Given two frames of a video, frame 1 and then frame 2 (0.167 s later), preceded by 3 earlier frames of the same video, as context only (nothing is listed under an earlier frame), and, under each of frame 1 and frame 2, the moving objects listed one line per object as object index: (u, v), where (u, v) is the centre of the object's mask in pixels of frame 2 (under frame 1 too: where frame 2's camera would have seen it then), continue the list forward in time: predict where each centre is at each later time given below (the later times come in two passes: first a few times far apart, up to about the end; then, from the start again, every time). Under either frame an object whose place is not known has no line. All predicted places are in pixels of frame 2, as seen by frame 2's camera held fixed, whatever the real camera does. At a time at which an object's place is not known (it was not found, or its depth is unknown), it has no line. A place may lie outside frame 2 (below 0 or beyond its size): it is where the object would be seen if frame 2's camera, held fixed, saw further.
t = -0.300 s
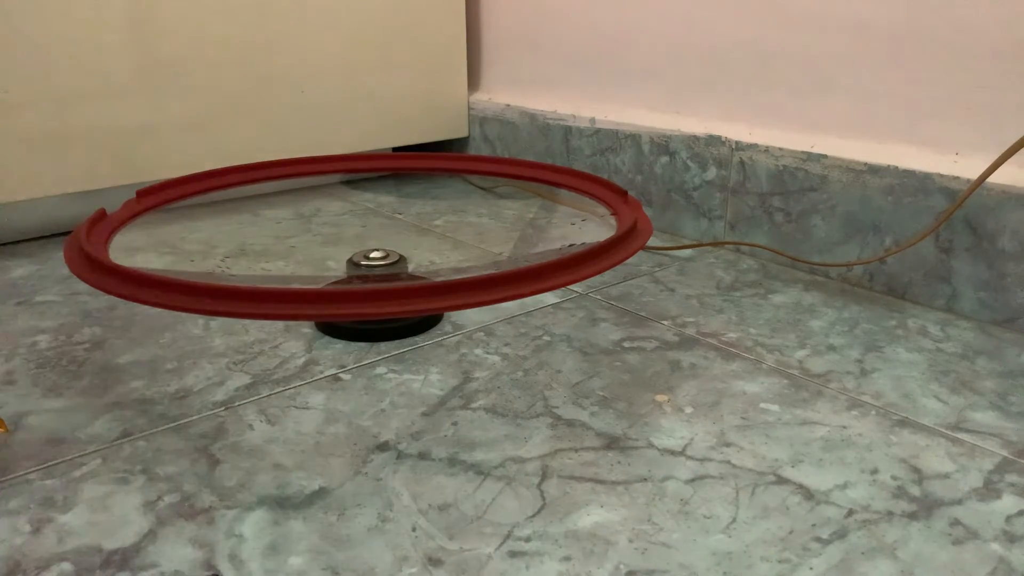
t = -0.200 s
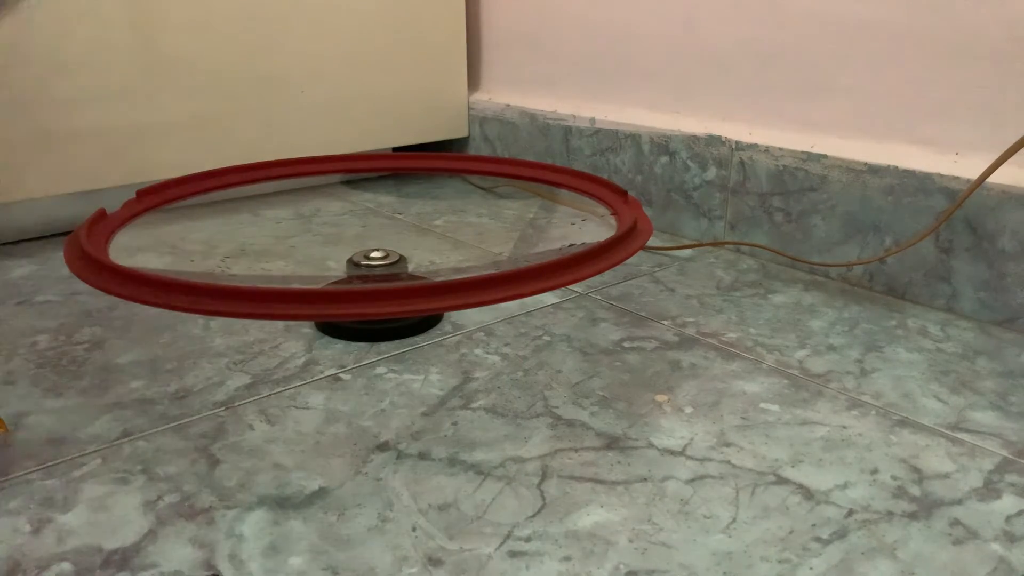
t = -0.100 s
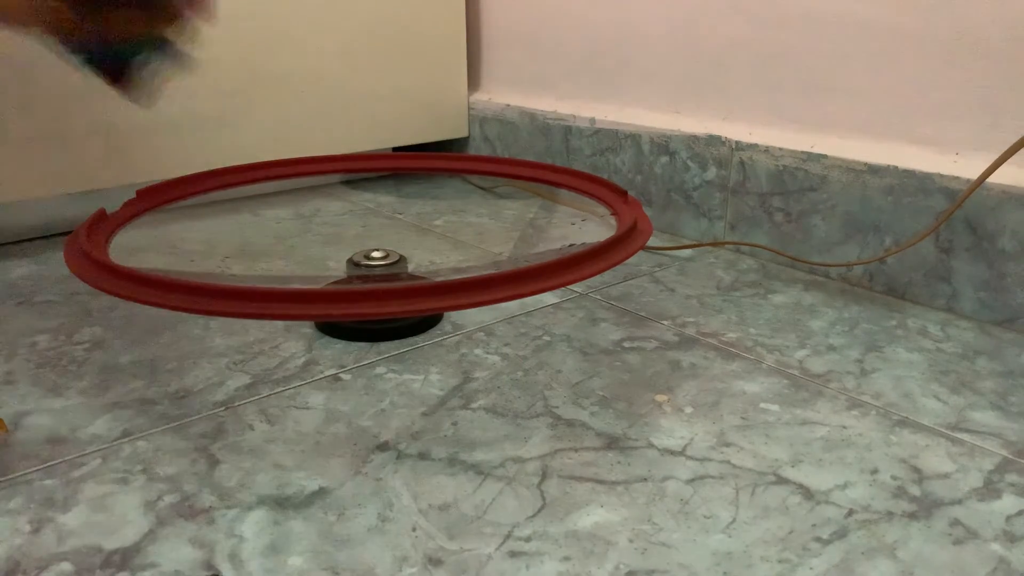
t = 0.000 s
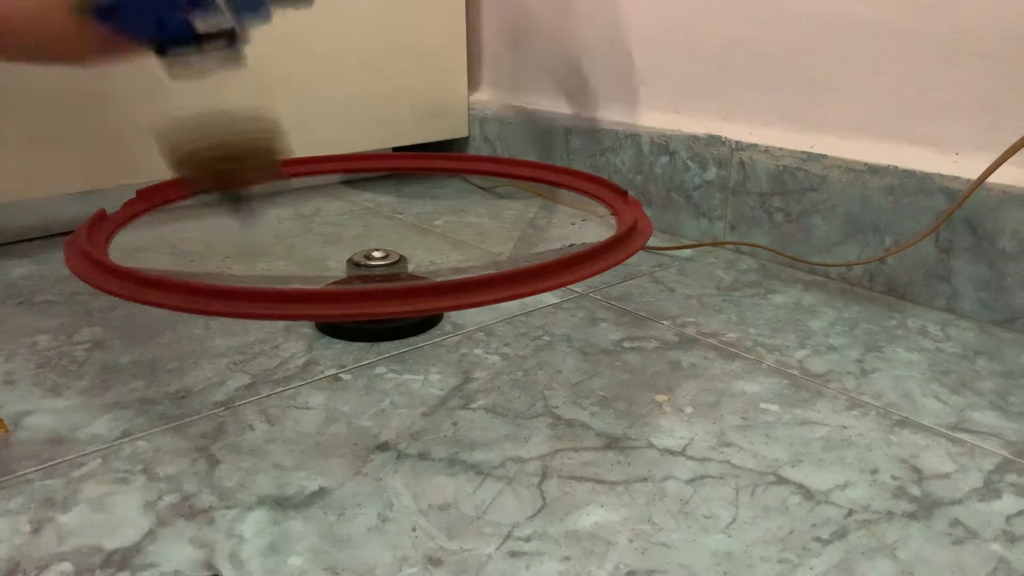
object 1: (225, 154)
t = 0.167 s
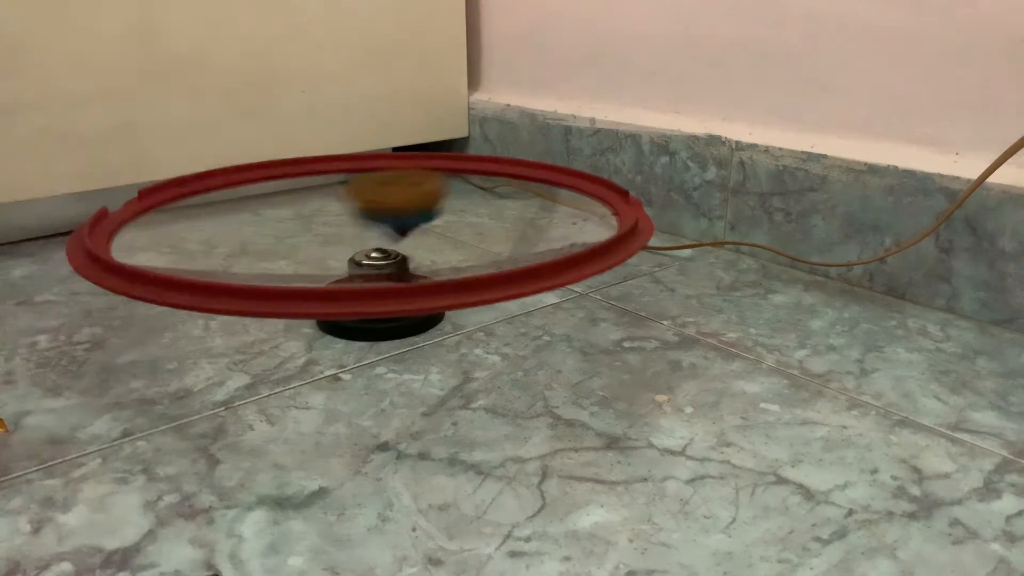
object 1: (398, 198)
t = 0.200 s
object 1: (422, 195)
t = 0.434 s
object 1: (511, 168)
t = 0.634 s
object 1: (464, 217)
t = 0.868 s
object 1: (290, 236)
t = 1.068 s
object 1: (257, 199)
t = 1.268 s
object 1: (385, 168)
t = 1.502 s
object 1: (521, 190)
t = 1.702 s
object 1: (433, 237)
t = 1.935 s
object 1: (201, 221)
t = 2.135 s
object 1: (248, 179)
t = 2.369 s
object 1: (443, 173)
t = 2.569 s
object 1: (520, 203)
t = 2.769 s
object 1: (385, 243)
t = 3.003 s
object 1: (216, 216)
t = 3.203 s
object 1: (315, 176)
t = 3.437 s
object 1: (487, 178)
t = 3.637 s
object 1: (523, 212)
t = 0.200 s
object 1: (422, 195)
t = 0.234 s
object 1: (446, 188)
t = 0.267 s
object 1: (466, 180)
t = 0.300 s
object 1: (480, 174)
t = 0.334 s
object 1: (492, 168)
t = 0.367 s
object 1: (503, 166)
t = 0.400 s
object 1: (509, 165)
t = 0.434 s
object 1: (511, 168)
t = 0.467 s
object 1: (511, 173)
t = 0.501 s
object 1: (508, 179)
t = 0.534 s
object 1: (503, 187)
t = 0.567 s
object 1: (495, 197)
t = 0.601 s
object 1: (481, 207)
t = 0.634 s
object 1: (464, 217)
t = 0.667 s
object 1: (444, 224)
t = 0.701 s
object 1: (419, 230)
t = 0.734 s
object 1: (392, 236)
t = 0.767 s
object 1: (366, 239)
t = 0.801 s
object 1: (338, 239)
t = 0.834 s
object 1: (312, 238)
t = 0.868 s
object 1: (290, 236)
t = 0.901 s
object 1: (270, 232)
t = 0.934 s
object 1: (256, 228)
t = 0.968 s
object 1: (247, 221)
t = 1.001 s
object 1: (244, 214)
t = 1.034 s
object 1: (247, 206)
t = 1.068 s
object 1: (257, 199)
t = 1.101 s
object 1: (270, 192)
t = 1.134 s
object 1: (289, 185)
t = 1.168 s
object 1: (311, 179)
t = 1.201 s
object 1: (335, 174)
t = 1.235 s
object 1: (361, 169)
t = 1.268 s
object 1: (385, 168)
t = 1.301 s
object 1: (412, 166)
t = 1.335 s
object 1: (435, 167)
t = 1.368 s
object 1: (460, 170)
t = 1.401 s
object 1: (480, 173)
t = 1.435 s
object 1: (498, 178)
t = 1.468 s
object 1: (512, 184)
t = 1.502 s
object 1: (521, 190)
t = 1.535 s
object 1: (524, 197)
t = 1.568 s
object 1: (521, 205)
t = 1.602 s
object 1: (510, 216)
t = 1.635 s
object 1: (491, 225)
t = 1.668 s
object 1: (465, 231)
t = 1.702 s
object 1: (433, 237)
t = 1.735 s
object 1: (393, 242)
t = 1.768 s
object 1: (354, 243)
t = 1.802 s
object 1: (312, 243)
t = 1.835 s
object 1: (275, 239)
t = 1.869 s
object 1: (243, 235)
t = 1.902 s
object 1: (218, 228)
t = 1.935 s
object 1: (201, 221)
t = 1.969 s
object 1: (193, 213)
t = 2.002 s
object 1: (192, 205)
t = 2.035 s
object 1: (197, 198)
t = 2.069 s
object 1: (209, 189)
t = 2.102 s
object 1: (226, 184)
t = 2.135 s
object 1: (248, 179)
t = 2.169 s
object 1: (274, 175)
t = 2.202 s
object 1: (303, 171)
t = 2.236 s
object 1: (333, 169)
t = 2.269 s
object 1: (363, 168)
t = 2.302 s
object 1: (389, 170)
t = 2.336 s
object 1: (418, 171)
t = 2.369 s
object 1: (443, 173)
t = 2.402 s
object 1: (465, 177)
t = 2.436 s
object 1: (486, 181)
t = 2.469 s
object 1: (501, 184)
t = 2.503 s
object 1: (513, 191)
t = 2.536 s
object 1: (519, 198)
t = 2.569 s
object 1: (520, 203)
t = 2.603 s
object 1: (514, 214)
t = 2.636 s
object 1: (503, 219)
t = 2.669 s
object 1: (479, 229)
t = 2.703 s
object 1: (454, 234)
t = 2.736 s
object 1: (420, 240)
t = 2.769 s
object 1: (385, 243)
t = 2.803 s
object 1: (348, 244)
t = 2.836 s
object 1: (311, 244)
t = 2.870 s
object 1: (279, 241)
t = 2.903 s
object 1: (253, 238)
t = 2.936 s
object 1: (232, 232)
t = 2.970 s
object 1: (220, 225)
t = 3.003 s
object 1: (216, 216)
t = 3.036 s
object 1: (221, 207)
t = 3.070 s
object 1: (232, 200)
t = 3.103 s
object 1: (249, 192)
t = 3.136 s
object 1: (270, 186)
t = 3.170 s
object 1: (290, 181)
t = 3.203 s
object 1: (315, 176)
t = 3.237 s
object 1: (341, 173)
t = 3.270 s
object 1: (367, 171)
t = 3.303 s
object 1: (393, 170)
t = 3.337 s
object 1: (418, 170)
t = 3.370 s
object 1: (443, 171)
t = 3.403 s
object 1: (466, 175)
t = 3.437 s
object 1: (487, 178)
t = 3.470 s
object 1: (504, 182)
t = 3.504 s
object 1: (517, 186)
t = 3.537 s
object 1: (527, 190)
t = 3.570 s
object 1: (531, 197)
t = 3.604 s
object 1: (530, 205)
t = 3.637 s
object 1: (523, 212)
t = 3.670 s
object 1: (509, 218)
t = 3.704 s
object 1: (488, 227)
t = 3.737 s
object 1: (462, 233)
